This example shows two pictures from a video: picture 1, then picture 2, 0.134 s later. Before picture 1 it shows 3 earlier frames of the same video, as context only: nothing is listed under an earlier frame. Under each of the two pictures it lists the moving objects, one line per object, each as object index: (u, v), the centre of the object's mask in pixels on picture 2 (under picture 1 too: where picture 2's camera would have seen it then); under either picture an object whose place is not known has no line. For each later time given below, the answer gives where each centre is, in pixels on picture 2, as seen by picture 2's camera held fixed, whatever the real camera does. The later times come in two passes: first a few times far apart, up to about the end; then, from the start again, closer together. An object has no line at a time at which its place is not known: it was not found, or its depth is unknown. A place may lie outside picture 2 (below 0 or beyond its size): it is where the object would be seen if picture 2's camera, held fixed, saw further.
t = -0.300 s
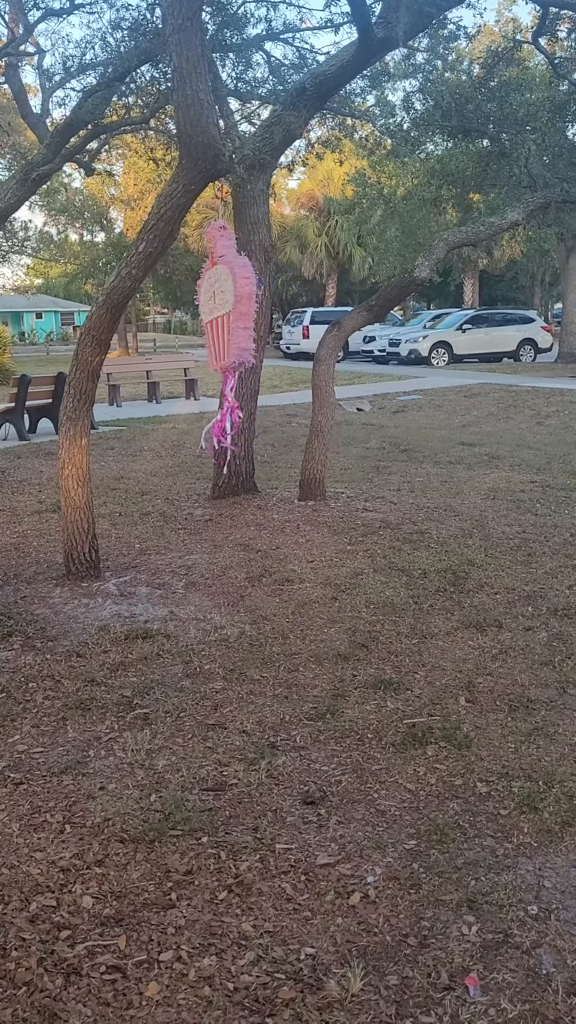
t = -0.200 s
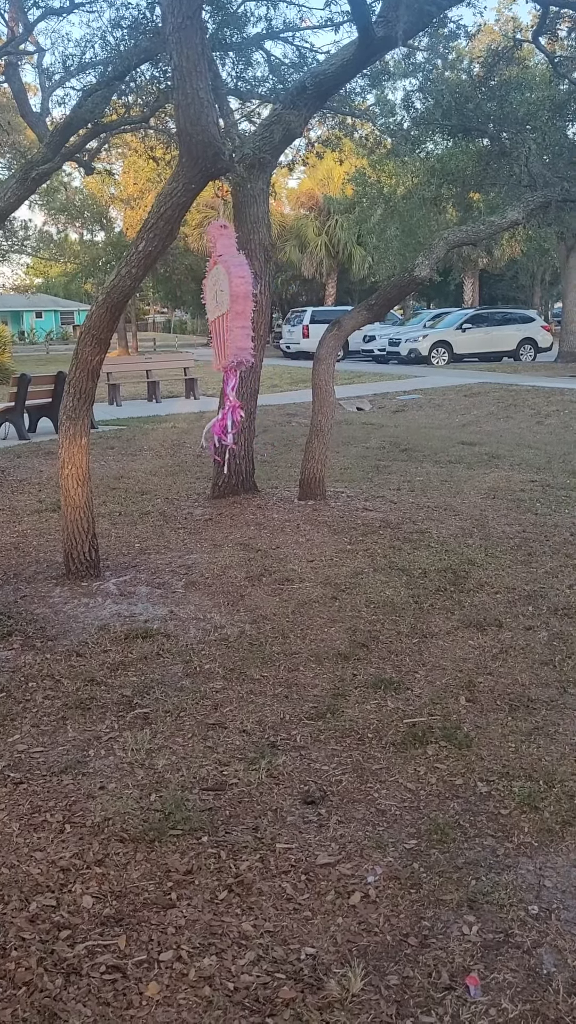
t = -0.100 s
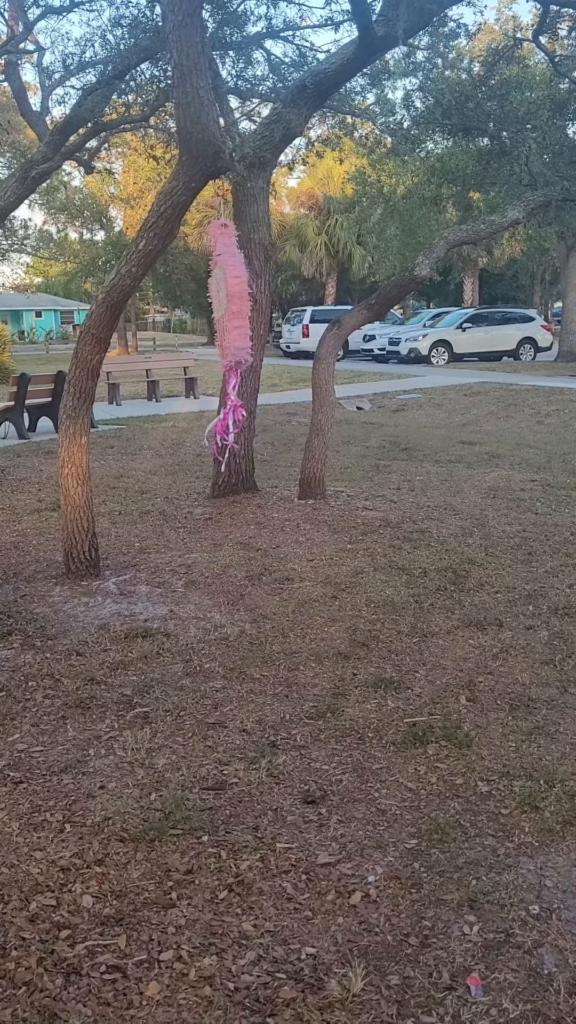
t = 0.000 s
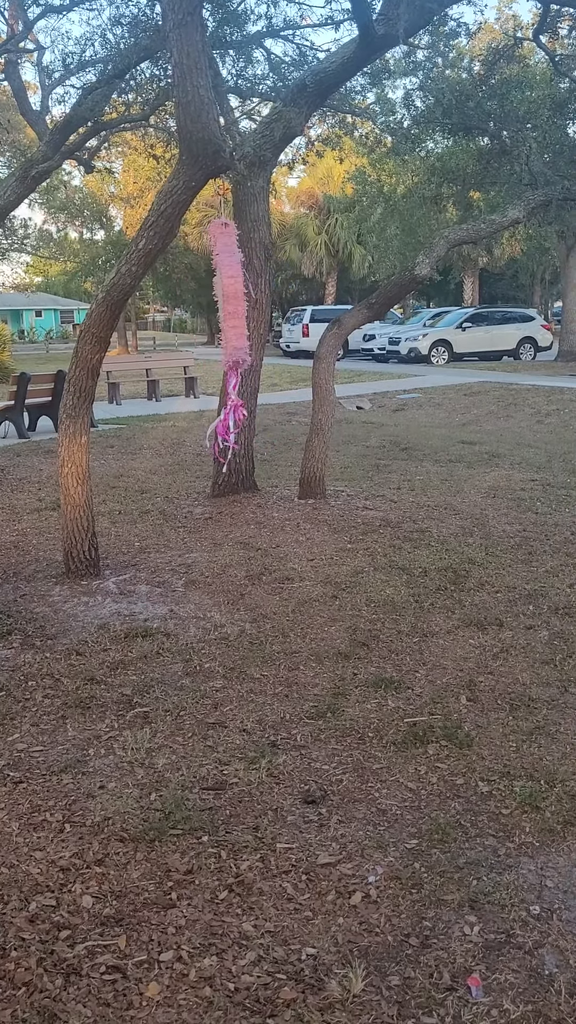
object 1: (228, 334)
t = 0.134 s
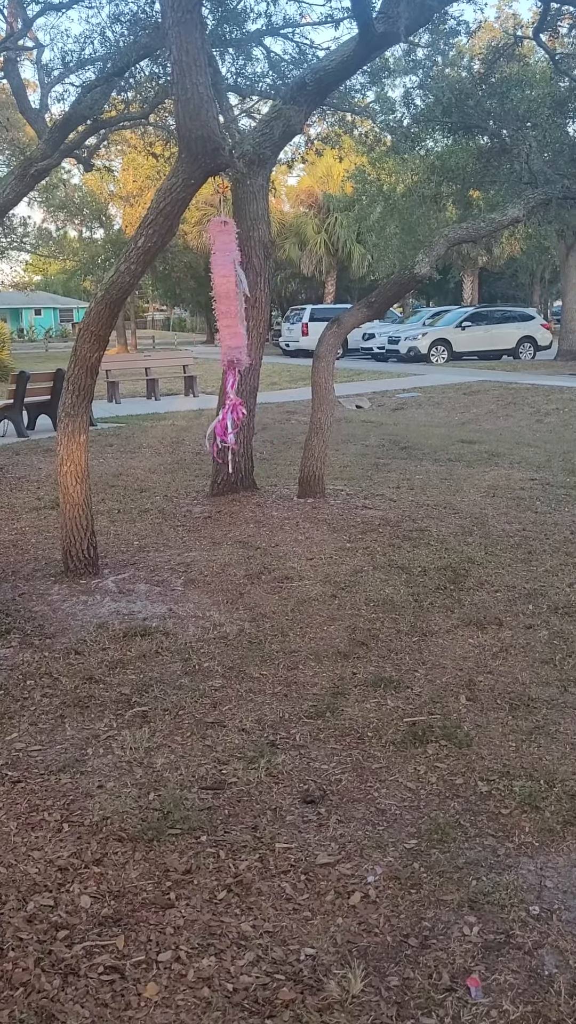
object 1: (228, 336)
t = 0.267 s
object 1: (226, 333)
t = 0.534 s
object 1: (218, 325)
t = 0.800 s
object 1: (210, 320)
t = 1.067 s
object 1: (210, 317)
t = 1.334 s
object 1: (215, 318)
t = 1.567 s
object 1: (219, 318)
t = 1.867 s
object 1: (221, 318)
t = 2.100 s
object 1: (217, 319)
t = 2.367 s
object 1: (212, 320)
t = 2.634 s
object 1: (211, 320)
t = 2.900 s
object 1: (216, 320)
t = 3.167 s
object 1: (224, 325)
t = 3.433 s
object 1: (228, 330)
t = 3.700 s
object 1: (227, 330)
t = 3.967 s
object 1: (226, 326)
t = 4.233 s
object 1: (227, 322)
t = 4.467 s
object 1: (232, 319)
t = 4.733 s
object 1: (238, 316)
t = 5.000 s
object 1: (241, 315)
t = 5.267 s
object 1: (239, 315)
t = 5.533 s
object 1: (234, 315)
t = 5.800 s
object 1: (231, 316)
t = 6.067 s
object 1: (232, 317)
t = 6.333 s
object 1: (235, 316)
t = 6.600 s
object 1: (237, 317)
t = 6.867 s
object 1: (235, 317)
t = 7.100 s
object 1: (231, 316)
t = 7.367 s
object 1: (228, 317)
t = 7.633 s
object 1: (229, 317)
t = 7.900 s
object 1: (233, 317)
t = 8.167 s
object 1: (235, 317)
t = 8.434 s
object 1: (234, 318)
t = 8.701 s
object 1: (228, 322)
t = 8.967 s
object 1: (223, 324)
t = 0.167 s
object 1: (227, 335)
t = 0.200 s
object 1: (227, 335)
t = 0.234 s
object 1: (227, 334)
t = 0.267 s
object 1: (226, 333)
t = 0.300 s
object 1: (226, 331)
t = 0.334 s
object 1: (225, 330)
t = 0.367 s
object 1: (224, 328)
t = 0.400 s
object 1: (223, 328)
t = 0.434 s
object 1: (221, 328)
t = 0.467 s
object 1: (220, 327)
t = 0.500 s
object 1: (219, 325)
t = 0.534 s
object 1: (218, 325)
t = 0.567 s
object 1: (216, 324)
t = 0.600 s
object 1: (216, 323)
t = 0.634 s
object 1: (214, 322)
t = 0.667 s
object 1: (213, 322)
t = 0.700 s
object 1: (213, 322)
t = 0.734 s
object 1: (212, 321)
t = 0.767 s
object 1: (211, 319)
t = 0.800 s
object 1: (210, 320)
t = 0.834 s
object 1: (210, 319)
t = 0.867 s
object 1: (209, 320)
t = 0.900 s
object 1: (209, 319)
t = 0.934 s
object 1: (209, 318)
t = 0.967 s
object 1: (209, 318)
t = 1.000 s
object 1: (210, 317)
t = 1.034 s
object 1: (209, 318)
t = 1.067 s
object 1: (210, 317)
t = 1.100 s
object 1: (210, 317)
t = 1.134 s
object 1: (211, 317)
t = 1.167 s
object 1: (211, 318)
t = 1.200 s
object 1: (212, 318)
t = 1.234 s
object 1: (212, 317)
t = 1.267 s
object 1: (213, 318)
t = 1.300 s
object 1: (214, 318)
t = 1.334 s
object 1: (215, 318)
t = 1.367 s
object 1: (215, 318)
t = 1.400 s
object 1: (216, 319)
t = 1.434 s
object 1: (217, 318)
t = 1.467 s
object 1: (217, 318)
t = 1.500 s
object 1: (218, 318)
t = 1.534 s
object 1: (219, 318)
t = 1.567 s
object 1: (219, 318)
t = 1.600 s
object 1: (220, 318)
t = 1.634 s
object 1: (220, 317)
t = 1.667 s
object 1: (220, 317)
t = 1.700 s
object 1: (221, 317)
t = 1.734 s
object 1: (221, 317)
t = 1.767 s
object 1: (221, 317)
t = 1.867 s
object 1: (221, 318)
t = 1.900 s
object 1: (220, 318)
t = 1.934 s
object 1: (220, 318)
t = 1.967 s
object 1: (220, 318)
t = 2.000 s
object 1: (219, 318)
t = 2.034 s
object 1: (218, 318)
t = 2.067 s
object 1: (218, 318)
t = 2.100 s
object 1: (217, 319)
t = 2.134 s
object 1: (216, 319)
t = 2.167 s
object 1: (215, 319)
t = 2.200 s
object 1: (215, 318)
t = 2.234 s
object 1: (214, 318)
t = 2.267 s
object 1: (213, 318)
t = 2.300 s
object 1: (213, 319)
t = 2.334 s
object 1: (212, 319)
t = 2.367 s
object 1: (212, 320)
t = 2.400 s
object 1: (211, 319)
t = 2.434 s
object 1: (211, 319)
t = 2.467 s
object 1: (211, 320)
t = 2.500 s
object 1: (210, 320)
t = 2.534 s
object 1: (210, 319)
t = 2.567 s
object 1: (210, 320)
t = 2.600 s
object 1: (211, 320)
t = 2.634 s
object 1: (211, 320)
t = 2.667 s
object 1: (211, 321)
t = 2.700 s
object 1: (212, 320)
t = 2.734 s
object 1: (212, 320)
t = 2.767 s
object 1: (213, 320)
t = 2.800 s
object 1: (214, 320)
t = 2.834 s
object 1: (214, 320)
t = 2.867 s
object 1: (215, 321)
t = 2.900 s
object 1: (216, 320)
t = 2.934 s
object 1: (217, 321)
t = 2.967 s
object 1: (218, 322)
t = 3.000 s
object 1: (219, 324)
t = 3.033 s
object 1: (220, 325)
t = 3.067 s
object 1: (221, 324)
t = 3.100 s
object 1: (222, 325)
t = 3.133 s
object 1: (223, 325)
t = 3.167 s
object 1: (224, 325)
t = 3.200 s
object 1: (224, 328)
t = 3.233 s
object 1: (225, 328)
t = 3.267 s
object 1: (226, 328)
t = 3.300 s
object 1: (226, 327)
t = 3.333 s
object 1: (227, 328)
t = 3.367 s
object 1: (227, 329)
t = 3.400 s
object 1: (228, 329)
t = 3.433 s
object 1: (228, 330)
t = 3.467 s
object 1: (228, 330)
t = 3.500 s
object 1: (228, 331)
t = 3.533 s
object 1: (228, 331)
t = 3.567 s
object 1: (228, 331)
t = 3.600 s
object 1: (228, 330)
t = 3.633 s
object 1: (227, 331)
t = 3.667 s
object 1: (227, 332)
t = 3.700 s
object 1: (227, 330)
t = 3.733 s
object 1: (226, 329)
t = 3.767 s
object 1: (226, 329)
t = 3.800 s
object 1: (226, 329)
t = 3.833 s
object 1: (226, 329)
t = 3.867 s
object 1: (226, 329)
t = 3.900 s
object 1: (226, 328)
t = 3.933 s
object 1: (226, 328)
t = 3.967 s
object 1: (226, 326)
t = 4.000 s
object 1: (226, 326)
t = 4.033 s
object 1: (226, 326)
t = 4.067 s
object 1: (226, 324)
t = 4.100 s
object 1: (226, 324)
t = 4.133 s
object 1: (226, 323)
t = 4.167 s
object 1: (226, 322)
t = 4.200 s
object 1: (227, 322)
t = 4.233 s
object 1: (227, 322)
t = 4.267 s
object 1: (227, 322)
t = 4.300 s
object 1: (228, 320)
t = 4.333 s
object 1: (229, 320)
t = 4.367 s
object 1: (229, 320)
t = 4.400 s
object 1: (230, 321)
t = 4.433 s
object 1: (231, 320)
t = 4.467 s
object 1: (232, 319)
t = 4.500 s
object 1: (232, 319)
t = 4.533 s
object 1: (233, 318)
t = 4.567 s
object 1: (234, 318)
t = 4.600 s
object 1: (235, 318)
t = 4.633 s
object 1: (236, 317)
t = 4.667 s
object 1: (237, 317)
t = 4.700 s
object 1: (238, 316)
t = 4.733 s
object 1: (238, 316)
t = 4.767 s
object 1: (239, 316)
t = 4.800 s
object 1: (240, 316)
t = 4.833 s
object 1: (240, 315)
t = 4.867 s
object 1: (241, 316)
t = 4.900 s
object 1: (241, 315)
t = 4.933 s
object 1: (241, 316)
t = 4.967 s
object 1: (241, 316)
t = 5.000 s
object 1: (241, 315)
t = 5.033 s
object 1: (241, 315)
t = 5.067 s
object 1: (241, 315)
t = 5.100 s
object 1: (241, 315)
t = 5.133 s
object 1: (241, 315)
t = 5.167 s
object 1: (241, 315)
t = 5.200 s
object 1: (240, 315)
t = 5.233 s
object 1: (239, 314)
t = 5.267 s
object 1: (239, 315)
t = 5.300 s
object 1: (238, 315)
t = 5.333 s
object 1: (238, 315)
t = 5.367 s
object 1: (237, 315)
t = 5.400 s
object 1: (236, 315)
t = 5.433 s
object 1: (236, 315)
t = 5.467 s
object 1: (235, 315)
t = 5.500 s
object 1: (234, 315)
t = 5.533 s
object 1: (234, 315)
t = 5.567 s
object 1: (233, 314)
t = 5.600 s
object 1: (233, 314)
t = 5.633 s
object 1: (232, 314)
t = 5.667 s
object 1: (231, 315)
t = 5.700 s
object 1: (231, 315)
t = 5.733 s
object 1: (231, 315)
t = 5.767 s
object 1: (230, 316)
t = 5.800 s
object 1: (231, 316)
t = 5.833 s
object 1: (231, 317)
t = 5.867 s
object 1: (231, 317)
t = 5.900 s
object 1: (231, 317)
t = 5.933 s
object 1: (231, 317)
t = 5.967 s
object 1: (231, 317)
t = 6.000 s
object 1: (231, 317)
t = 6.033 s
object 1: (232, 317)
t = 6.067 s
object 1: (232, 317)
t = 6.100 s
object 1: (232, 316)
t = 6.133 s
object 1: (232, 316)
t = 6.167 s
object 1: (233, 316)
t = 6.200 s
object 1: (233, 316)
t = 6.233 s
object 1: (233, 316)
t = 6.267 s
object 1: (234, 316)
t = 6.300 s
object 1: (234, 316)
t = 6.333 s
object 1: (235, 316)
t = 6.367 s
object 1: (235, 316)
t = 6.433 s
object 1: (236, 316)
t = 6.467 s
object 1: (236, 316)
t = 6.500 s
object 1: (236, 317)
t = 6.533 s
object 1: (236, 317)
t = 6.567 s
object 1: (237, 317)
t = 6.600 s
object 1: (237, 317)
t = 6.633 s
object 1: (237, 318)
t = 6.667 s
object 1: (237, 318)
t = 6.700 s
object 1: (237, 318)
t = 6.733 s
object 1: (236, 318)
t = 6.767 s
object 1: (236, 318)
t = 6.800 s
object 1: (236, 318)
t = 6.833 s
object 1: (235, 315)
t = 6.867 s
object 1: (235, 317)
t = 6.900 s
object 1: (234, 317)
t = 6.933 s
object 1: (234, 316)
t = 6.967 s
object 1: (233, 315)
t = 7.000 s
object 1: (233, 316)
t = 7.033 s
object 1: (232, 316)
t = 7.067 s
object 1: (231, 316)
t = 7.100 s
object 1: (231, 316)
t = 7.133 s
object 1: (230, 316)
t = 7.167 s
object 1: (229, 316)
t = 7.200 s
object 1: (229, 316)
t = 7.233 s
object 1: (229, 316)
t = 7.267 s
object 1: (228, 316)
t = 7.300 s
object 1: (228, 316)
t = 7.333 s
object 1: (228, 316)
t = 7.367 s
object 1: (228, 317)
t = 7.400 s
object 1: (228, 317)
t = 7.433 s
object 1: (228, 317)
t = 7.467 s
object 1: (228, 317)
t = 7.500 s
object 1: (228, 317)
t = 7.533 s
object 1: (228, 317)
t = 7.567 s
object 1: (228, 317)
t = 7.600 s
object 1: (228, 317)
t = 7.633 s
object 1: (229, 317)
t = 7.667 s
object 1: (229, 317)
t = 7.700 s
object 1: (230, 317)
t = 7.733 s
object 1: (230, 318)
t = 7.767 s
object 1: (231, 317)
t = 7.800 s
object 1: (231, 317)
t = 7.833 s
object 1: (232, 318)
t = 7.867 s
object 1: (232, 318)
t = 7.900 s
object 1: (233, 317)
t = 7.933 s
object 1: (233, 317)
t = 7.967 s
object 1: (234, 317)
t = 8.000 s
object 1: (234, 317)
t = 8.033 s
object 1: (235, 316)
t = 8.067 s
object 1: (235, 316)
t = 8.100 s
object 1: (235, 317)
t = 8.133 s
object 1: (235, 316)
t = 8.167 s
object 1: (235, 317)
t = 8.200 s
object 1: (236, 317)
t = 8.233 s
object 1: (235, 317)
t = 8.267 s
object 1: (235, 317)
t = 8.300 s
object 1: (235, 317)
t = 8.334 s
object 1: (235, 318)
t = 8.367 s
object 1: (235, 318)
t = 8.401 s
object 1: (234, 318)
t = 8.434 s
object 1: (234, 318)
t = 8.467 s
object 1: (233, 319)
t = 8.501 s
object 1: (233, 319)
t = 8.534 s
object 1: (232, 320)
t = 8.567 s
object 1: (231, 320)
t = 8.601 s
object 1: (230, 321)
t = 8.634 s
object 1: (230, 321)
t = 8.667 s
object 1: (229, 321)
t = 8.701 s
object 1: (228, 322)
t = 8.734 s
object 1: (227, 322)
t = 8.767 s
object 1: (227, 322)
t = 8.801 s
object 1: (226, 323)
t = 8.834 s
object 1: (225, 324)
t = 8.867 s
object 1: (225, 324)
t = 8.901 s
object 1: (224, 325)
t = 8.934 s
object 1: (223, 324)
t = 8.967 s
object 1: (223, 324)
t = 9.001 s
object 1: (222, 324)
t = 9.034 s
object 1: (222, 325)
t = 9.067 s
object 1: (222, 325)
